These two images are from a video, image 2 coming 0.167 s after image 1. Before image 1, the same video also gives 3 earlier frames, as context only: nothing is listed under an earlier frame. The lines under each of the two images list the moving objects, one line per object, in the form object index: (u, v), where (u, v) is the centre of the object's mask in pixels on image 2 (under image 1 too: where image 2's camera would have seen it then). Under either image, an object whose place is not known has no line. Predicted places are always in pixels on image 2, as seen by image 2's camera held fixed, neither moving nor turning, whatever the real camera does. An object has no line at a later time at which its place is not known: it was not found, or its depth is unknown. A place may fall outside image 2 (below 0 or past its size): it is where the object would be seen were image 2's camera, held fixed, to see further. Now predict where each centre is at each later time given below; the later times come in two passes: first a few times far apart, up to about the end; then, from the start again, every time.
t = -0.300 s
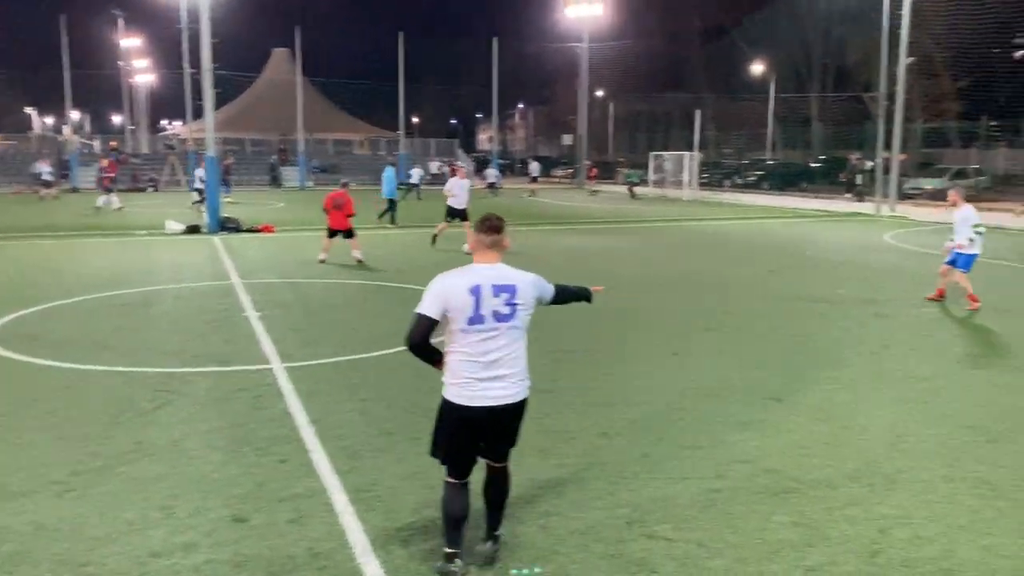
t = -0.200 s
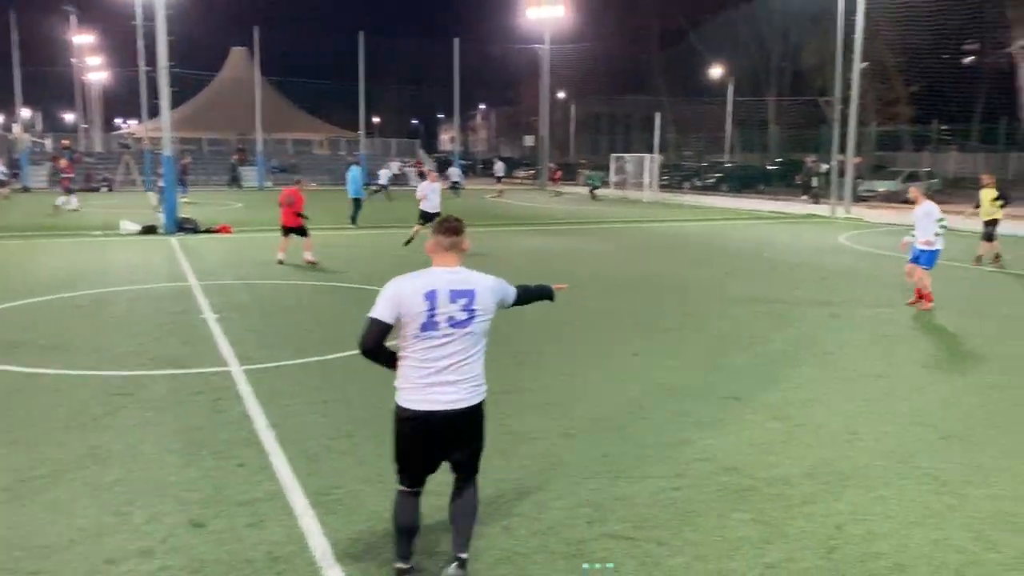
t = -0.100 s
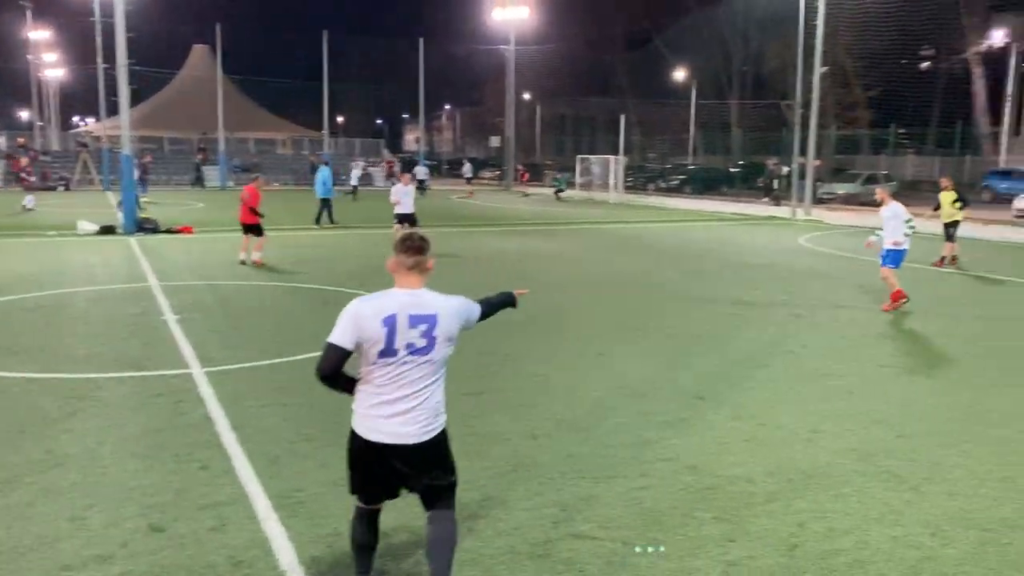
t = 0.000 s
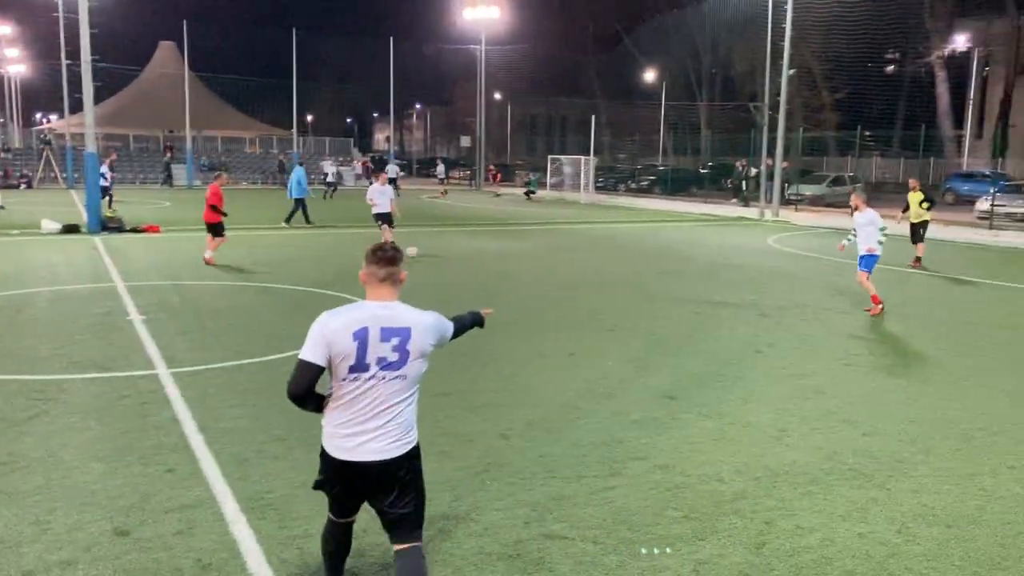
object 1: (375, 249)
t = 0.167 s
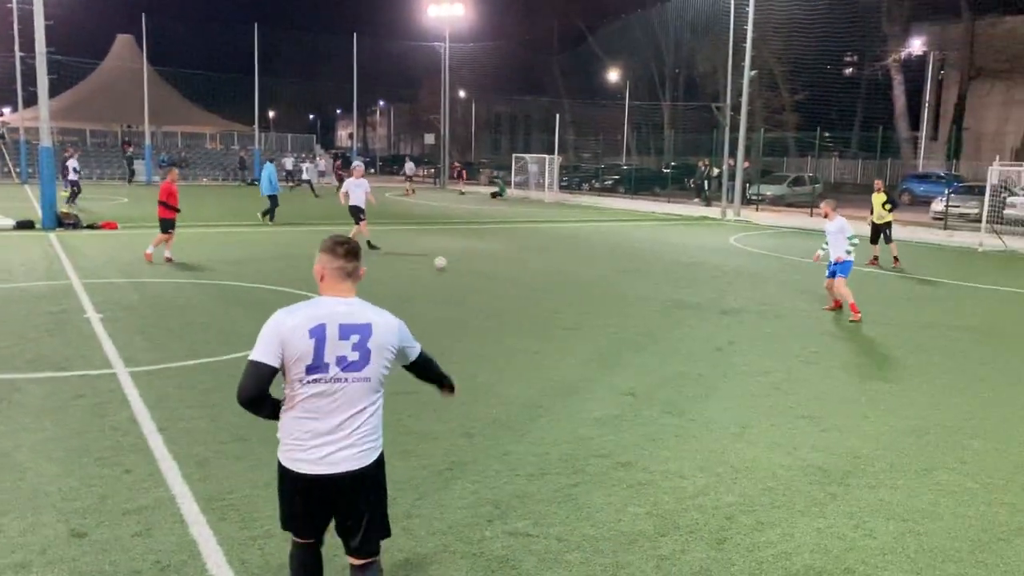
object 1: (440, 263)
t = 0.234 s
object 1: (466, 264)
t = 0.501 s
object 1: (575, 282)
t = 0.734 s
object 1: (673, 299)
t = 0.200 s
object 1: (453, 263)
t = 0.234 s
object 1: (466, 264)
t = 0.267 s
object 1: (479, 267)
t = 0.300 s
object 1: (493, 270)
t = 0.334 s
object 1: (506, 273)
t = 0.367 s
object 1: (520, 276)
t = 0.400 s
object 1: (533, 275)
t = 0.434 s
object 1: (546, 277)
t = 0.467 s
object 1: (561, 279)
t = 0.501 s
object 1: (575, 282)
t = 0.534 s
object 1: (589, 285)
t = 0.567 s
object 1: (603, 289)
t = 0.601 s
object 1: (617, 291)
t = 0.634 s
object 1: (631, 292)
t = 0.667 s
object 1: (645, 294)
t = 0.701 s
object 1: (660, 296)
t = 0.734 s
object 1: (673, 299)
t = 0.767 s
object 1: (688, 303)
